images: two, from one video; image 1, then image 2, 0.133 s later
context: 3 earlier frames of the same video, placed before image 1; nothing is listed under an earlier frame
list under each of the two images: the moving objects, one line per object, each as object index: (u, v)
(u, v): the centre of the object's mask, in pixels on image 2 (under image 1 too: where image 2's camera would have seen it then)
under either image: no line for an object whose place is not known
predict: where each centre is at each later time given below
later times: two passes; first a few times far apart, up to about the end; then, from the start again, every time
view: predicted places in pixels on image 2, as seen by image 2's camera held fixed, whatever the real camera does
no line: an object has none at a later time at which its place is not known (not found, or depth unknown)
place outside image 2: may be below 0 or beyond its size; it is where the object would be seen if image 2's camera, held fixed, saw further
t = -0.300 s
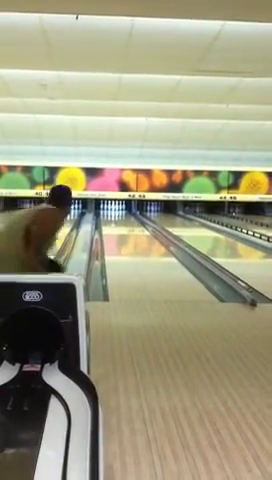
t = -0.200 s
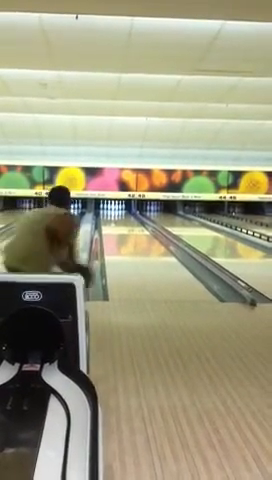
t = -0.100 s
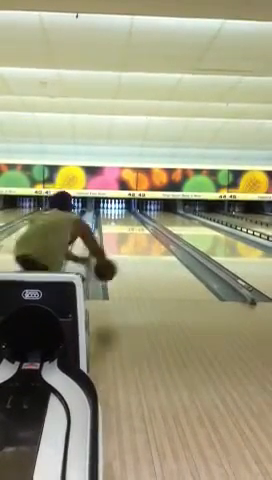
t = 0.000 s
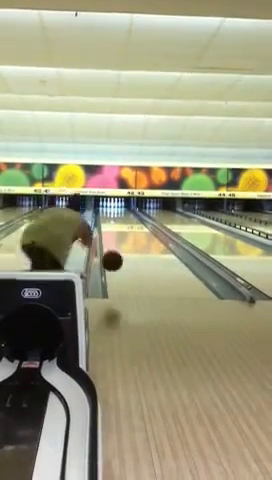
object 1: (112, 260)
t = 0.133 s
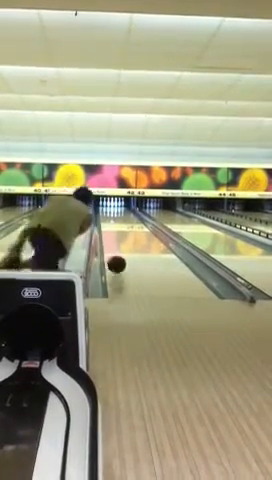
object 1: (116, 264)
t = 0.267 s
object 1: (120, 255)
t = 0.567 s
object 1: (125, 240)
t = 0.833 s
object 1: (128, 231)
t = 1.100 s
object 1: (130, 225)
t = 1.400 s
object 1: (131, 220)
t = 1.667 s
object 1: (131, 217)
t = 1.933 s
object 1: (129, 213)
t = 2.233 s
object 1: (126, 211)
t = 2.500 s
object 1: (120, 207)
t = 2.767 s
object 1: (116, 207)
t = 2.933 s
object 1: (114, 206)
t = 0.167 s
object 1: (117, 262)
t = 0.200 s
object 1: (118, 259)
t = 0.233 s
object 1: (119, 257)
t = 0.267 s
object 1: (120, 255)
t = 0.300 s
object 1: (121, 253)
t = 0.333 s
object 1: (122, 251)
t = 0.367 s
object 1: (122, 249)
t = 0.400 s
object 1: (123, 248)
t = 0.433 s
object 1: (123, 246)
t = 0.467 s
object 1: (124, 245)
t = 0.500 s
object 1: (124, 243)
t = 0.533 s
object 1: (125, 241)
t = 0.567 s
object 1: (125, 240)
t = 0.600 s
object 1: (125, 239)
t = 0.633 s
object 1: (126, 238)
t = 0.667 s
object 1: (126, 237)
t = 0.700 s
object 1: (127, 236)
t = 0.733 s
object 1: (127, 234)
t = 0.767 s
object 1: (127, 234)
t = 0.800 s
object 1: (127, 233)
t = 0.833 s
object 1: (128, 231)
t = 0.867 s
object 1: (128, 230)
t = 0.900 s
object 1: (129, 229)
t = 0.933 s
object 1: (129, 228)
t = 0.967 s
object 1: (129, 228)
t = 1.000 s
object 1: (129, 227)
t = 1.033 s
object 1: (129, 226)
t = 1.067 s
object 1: (130, 225)
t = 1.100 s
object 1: (130, 225)
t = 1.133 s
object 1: (130, 224)
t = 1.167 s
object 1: (130, 223)
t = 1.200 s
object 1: (131, 223)
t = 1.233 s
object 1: (131, 223)
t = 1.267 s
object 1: (131, 222)
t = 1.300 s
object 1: (131, 221)
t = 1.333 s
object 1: (131, 221)
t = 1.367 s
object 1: (131, 220)
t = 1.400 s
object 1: (131, 220)
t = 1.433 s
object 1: (131, 219)
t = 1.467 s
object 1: (131, 218)
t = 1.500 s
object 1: (131, 218)
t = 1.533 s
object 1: (131, 217)
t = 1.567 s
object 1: (131, 217)
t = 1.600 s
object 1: (131, 217)
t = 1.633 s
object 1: (131, 217)
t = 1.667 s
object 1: (131, 217)
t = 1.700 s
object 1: (131, 216)
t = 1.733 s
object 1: (131, 216)
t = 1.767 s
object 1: (130, 215)
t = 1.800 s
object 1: (130, 215)
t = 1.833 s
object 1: (129, 214)
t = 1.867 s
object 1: (129, 213)
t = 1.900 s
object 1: (129, 213)
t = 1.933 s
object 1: (129, 213)
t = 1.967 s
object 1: (129, 213)
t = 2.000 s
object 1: (129, 213)
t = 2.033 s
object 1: (129, 212)
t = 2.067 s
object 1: (129, 212)
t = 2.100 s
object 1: (129, 212)
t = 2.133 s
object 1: (129, 211)
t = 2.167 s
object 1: (128, 212)
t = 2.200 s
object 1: (128, 210)
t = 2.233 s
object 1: (126, 211)
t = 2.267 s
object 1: (125, 210)
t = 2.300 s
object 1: (124, 209)
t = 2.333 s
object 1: (124, 209)
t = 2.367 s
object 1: (124, 209)
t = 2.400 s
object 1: (122, 209)
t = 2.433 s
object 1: (122, 208)
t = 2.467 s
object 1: (121, 208)
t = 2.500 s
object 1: (120, 207)
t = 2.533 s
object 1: (120, 207)
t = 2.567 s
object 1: (119, 207)
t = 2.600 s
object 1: (119, 207)
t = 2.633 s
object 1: (118, 207)
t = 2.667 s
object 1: (117, 206)
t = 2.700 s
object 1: (117, 207)
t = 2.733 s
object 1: (116, 206)
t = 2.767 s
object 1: (116, 207)
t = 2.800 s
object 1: (116, 207)
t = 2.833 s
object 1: (115, 207)
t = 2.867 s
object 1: (115, 206)
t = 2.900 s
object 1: (114, 206)
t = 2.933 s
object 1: (114, 206)
